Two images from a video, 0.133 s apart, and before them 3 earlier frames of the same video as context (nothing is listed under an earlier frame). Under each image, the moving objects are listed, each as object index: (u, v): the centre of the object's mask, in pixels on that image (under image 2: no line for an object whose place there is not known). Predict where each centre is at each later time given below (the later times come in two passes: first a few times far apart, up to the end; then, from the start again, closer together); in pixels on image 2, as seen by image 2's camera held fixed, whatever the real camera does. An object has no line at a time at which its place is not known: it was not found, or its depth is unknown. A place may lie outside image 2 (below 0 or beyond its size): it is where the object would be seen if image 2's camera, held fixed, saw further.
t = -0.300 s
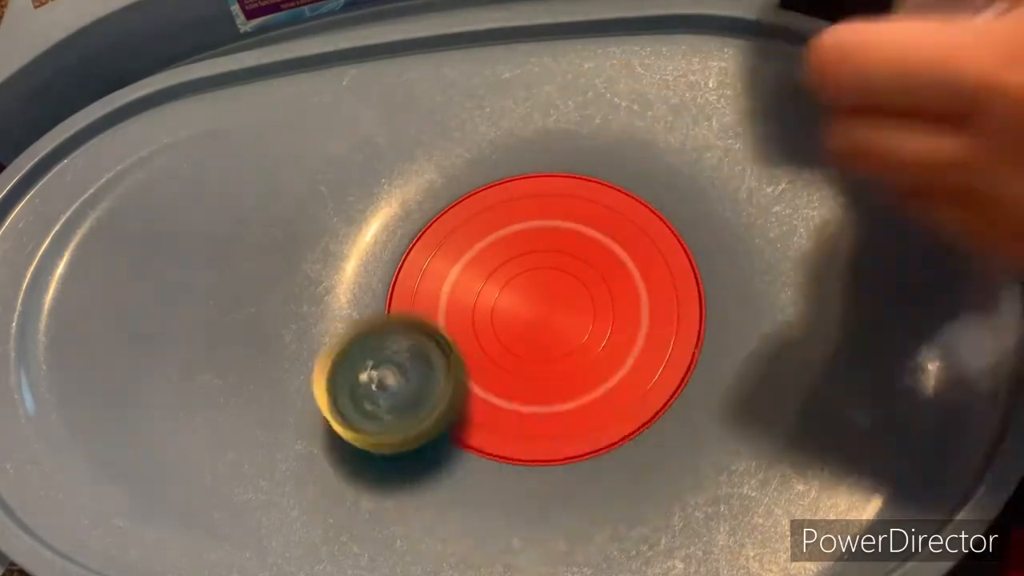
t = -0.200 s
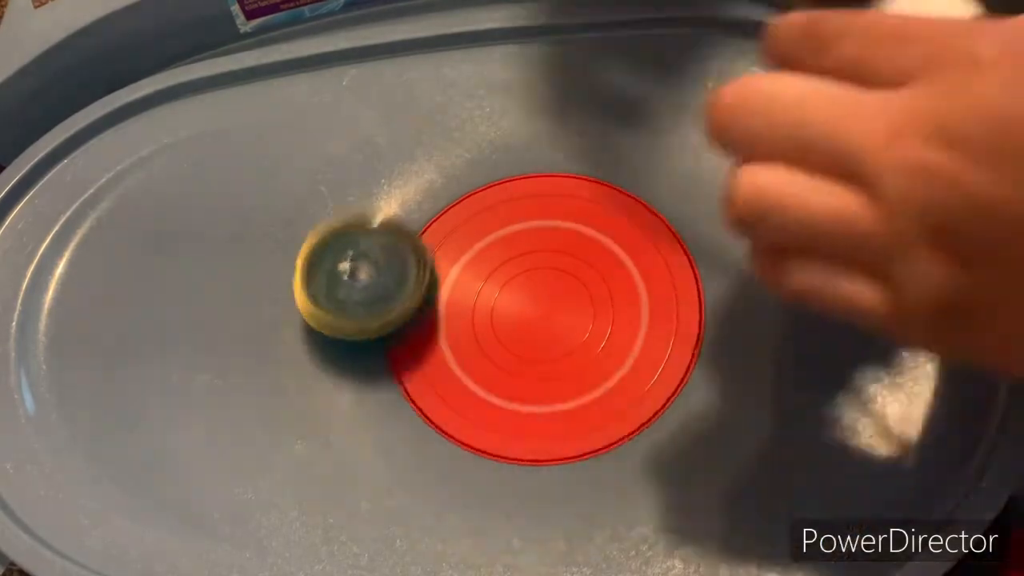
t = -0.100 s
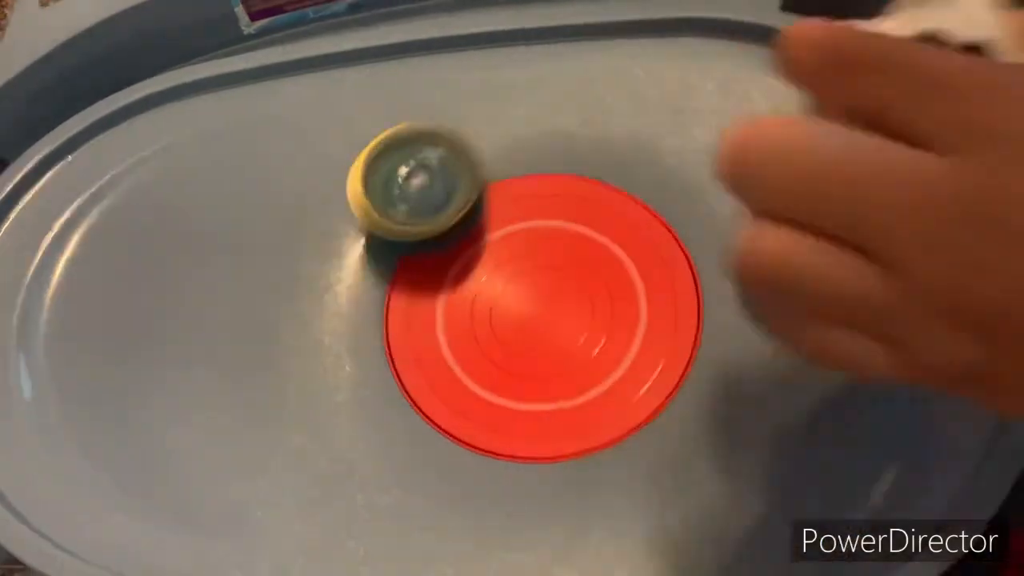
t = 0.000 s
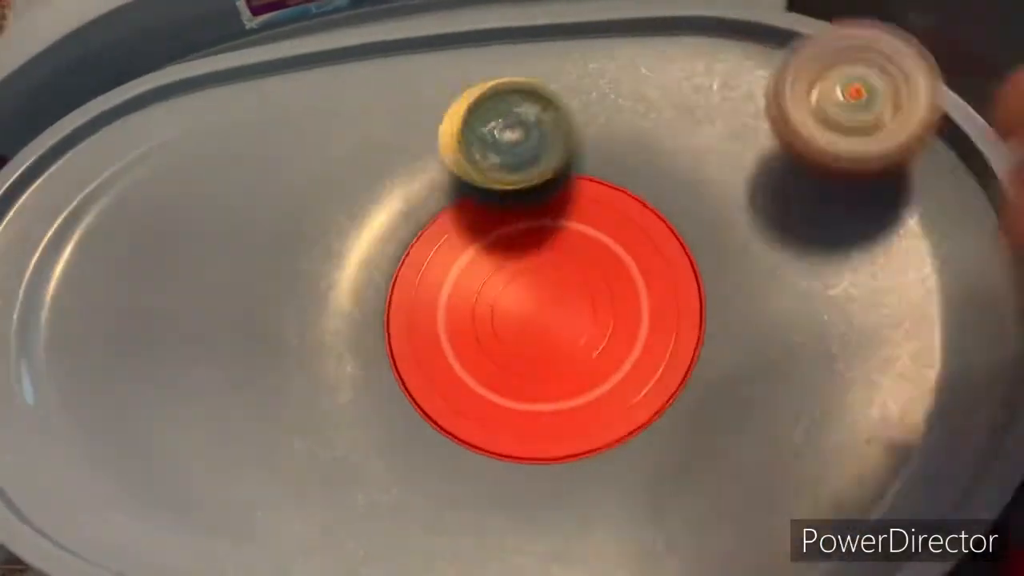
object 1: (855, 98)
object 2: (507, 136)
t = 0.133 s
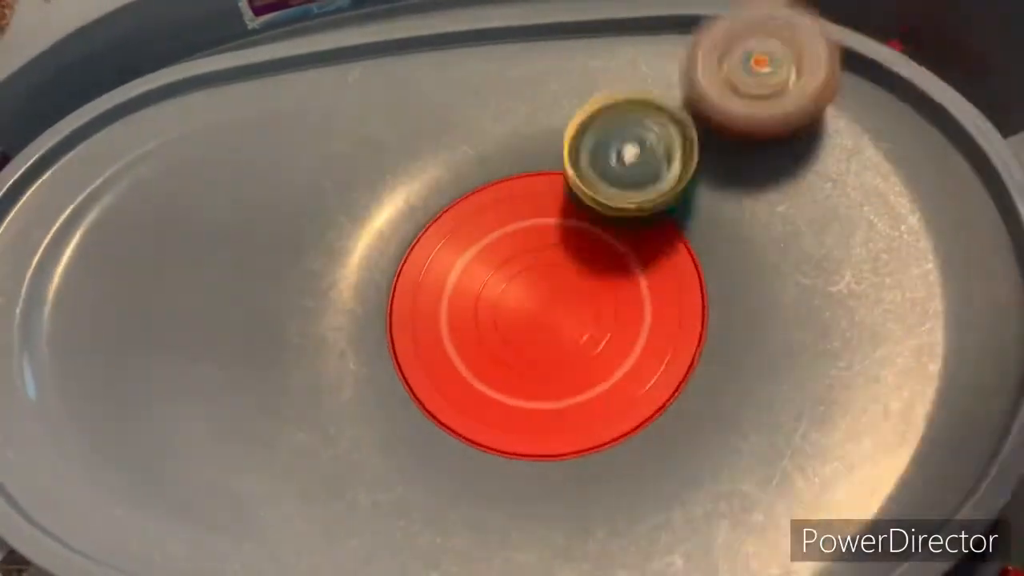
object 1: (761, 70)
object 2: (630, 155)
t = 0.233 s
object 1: (746, 54)
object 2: (629, 271)
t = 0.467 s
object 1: (614, 183)
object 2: (447, 534)
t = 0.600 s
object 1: (593, 390)
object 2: (339, 527)
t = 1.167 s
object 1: (706, 165)
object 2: (183, 419)
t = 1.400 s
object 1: (376, 82)
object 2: (195, 360)
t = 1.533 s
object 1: (245, 183)
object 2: (223, 328)
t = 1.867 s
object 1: (173, 126)
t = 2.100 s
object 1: (375, 249)
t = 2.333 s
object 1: (255, 53)
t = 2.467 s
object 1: (191, 57)
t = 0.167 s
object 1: (766, 54)
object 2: (630, 185)
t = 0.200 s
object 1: (759, 50)
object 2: (630, 223)
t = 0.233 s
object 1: (746, 54)
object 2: (629, 271)
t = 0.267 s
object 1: (731, 63)
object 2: (623, 322)
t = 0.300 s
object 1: (719, 81)
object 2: (611, 379)
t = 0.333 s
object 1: (707, 101)
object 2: (587, 434)
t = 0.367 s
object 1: (692, 126)
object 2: (554, 481)
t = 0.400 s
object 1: (674, 147)
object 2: (519, 510)
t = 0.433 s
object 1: (641, 166)
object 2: (483, 525)
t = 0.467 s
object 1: (614, 183)
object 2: (447, 534)
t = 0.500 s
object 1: (597, 213)
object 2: (416, 537)
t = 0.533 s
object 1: (593, 254)
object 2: (388, 536)
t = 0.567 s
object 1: (600, 313)
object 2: (362, 531)
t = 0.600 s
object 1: (593, 390)
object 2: (339, 527)
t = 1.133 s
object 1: (732, 220)
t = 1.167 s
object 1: (706, 165)
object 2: (183, 419)
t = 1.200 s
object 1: (661, 123)
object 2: (183, 410)
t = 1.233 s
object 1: (608, 92)
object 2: (182, 402)
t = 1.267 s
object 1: (558, 77)
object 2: (183, 393)
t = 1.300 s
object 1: (509, 68)
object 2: (184, 384)
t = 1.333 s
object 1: (463, 68)
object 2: (187, 376)
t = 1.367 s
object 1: (417, 72)
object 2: (190, 368)
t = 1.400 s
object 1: (376, 82)
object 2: (195, 360)
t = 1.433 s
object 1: (337, 98)
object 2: (201, 352)
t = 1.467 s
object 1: (301, 120)
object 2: (208, 344)
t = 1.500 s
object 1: (272, 150)
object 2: (215, 337)
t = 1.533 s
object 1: (245, 183)
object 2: (223, 328)
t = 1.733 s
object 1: (173, 92)
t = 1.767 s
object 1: (167, 89)
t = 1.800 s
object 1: (168, 92)
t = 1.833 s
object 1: (172, 106)
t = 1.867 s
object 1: (173, 126)
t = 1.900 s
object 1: (185, 136)
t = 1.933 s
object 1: (210, 143)
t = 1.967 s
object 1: (237, 158)
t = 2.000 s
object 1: (267, 179)
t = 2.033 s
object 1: (301, 199)
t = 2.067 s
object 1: (340, 222)
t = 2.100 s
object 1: (375, 249)
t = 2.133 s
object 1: (399, 271)
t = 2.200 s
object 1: (337, 157)
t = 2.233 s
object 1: (311, 117)
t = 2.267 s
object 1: (291, 84)
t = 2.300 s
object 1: (273, 63)
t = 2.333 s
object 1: (255, 53)
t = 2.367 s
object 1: (239, 46)
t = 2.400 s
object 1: (221, 49)
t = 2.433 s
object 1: (208, 54)
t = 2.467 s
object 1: (191, 57)
